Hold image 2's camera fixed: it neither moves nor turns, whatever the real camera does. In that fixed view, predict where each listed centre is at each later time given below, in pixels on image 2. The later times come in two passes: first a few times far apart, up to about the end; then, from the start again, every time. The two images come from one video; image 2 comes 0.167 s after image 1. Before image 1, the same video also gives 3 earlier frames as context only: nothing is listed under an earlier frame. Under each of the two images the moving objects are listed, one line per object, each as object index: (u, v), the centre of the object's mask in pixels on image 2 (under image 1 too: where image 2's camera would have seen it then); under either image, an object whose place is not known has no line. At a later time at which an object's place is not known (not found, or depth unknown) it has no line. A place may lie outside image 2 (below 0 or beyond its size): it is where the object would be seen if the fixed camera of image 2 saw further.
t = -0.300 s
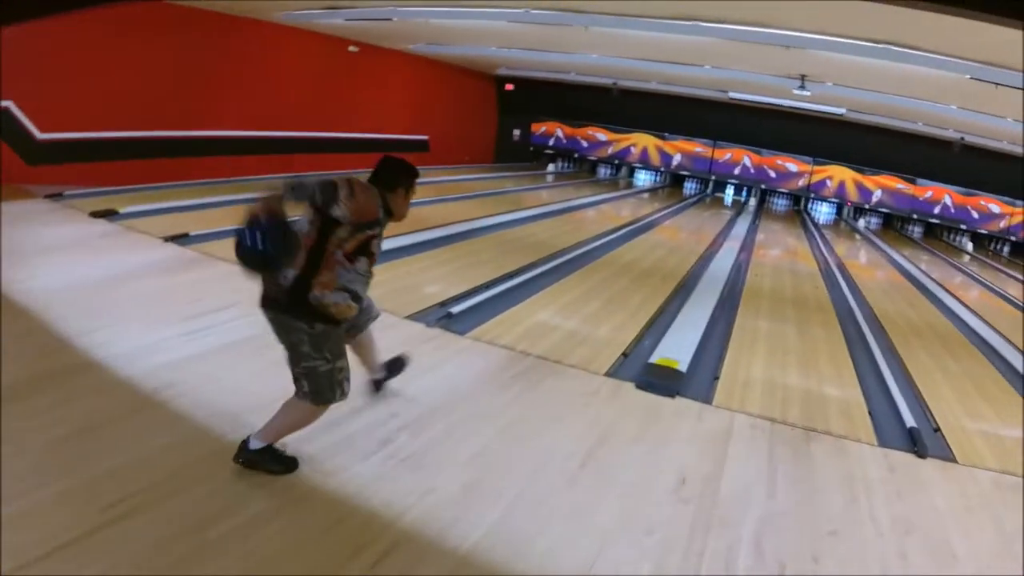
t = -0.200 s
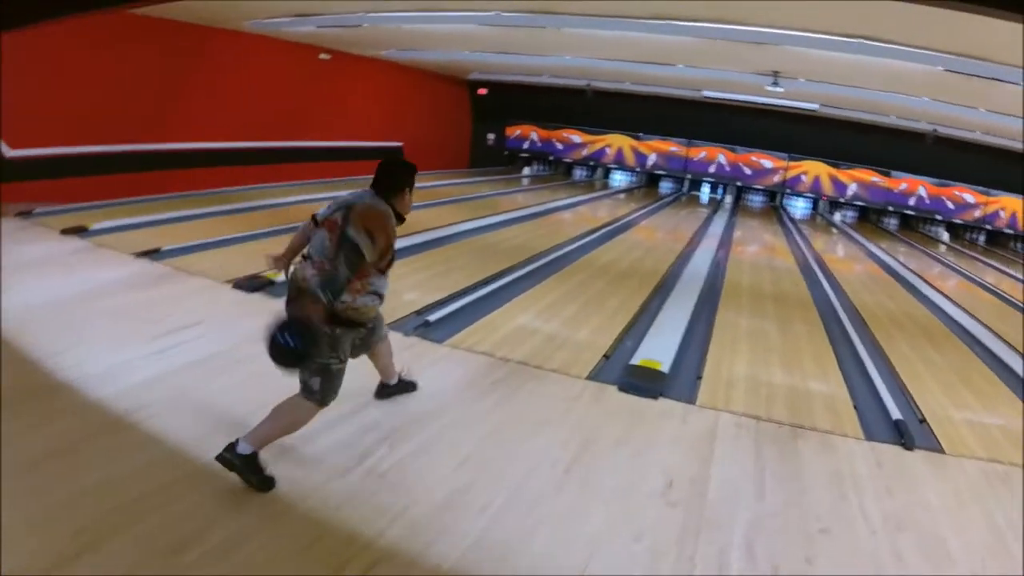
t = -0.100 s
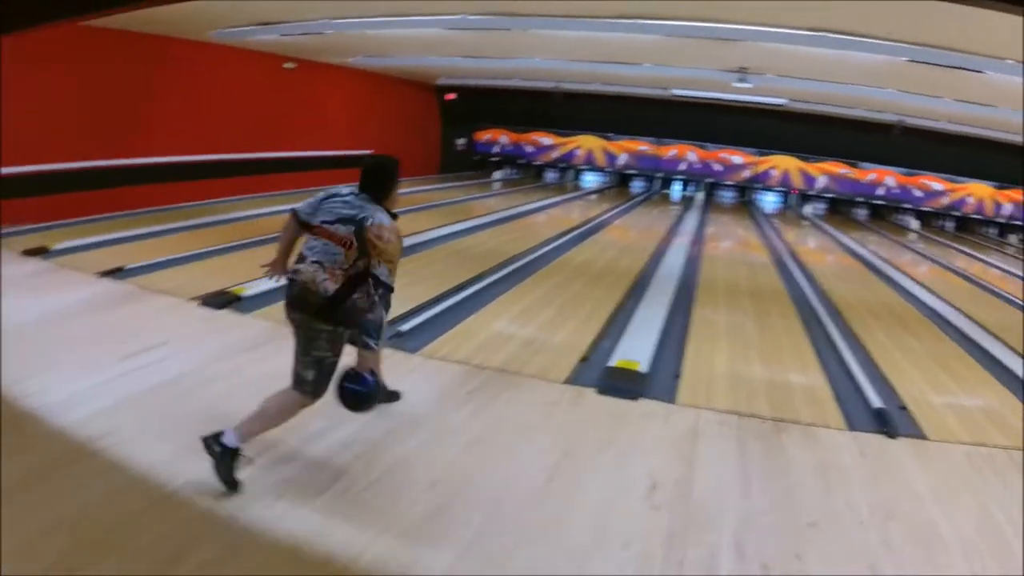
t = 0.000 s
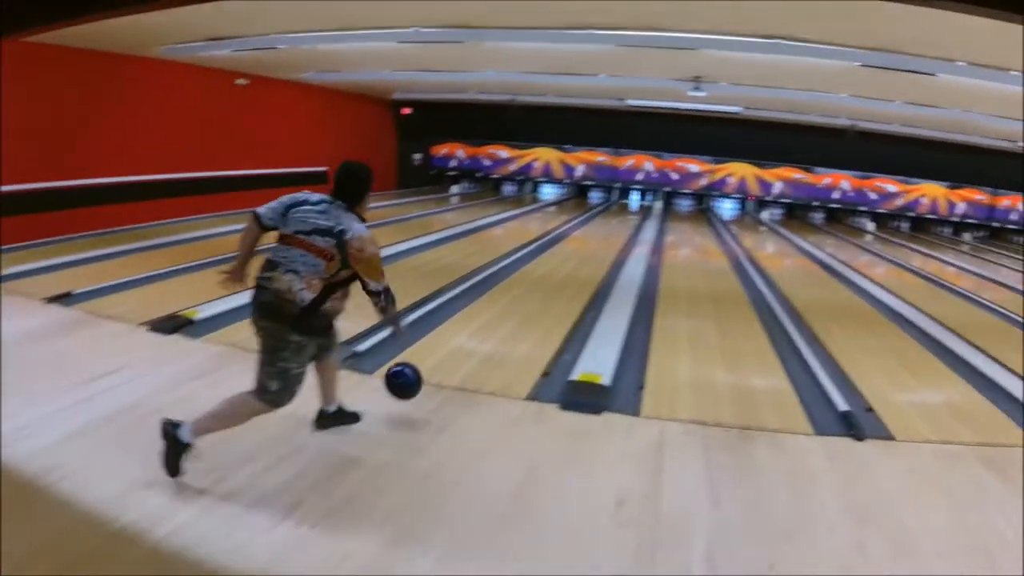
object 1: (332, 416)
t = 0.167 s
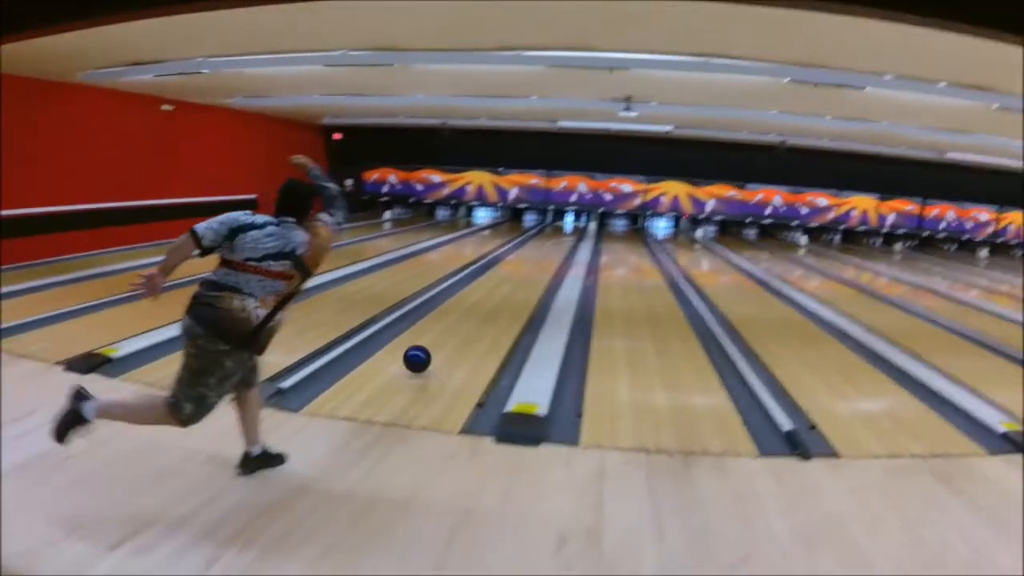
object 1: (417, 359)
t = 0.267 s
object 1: (446, 335)
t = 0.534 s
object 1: (494, 291)
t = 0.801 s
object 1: (520, 267)
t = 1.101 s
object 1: (538, 250)
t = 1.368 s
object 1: (548, 239)
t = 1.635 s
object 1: (555, 232)
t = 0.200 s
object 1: (427, 350)
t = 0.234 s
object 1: (438, 343)
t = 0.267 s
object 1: (446, 335)
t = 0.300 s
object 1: (454, 328)
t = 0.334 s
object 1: (462, 321)
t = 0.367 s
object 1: (468, 315)
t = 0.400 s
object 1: (474, 309)
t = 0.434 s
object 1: (479, 304)
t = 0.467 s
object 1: (485, 299)
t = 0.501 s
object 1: (489, 295)
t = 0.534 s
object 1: (494, 291)
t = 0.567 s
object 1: (498, 287)
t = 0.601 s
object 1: (502, 284)
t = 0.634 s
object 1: (505, 280)
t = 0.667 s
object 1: (508, 277)
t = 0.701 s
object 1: (511, 274)
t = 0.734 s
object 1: (514, 272)
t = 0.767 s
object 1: (517, 269)
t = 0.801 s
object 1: (520, 267)
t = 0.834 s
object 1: (522, 264)
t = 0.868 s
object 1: (524, 262)
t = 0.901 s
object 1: (526, 260)
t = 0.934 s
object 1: (529, 258)
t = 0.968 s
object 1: (531, 256)
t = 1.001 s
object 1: (532, 255)
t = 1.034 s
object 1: (534, 253)
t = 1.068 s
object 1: (536, 251)
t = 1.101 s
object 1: (538, 250)
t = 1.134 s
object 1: (539, 248)
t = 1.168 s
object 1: (540, 247)
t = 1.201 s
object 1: (542, 246)
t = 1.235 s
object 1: (543, 244)
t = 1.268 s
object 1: (545, 243)
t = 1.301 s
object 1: (546, 242)
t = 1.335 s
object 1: (547, 241)
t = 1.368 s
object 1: (548, 239)
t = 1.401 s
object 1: (549, 238)
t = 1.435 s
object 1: (550, 237)
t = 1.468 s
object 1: (551, 237)
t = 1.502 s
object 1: (552, 236)
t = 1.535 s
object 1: (553, 235)
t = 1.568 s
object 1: (553, 234)
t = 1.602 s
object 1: (554, 233)
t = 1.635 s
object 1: (555, 232)
